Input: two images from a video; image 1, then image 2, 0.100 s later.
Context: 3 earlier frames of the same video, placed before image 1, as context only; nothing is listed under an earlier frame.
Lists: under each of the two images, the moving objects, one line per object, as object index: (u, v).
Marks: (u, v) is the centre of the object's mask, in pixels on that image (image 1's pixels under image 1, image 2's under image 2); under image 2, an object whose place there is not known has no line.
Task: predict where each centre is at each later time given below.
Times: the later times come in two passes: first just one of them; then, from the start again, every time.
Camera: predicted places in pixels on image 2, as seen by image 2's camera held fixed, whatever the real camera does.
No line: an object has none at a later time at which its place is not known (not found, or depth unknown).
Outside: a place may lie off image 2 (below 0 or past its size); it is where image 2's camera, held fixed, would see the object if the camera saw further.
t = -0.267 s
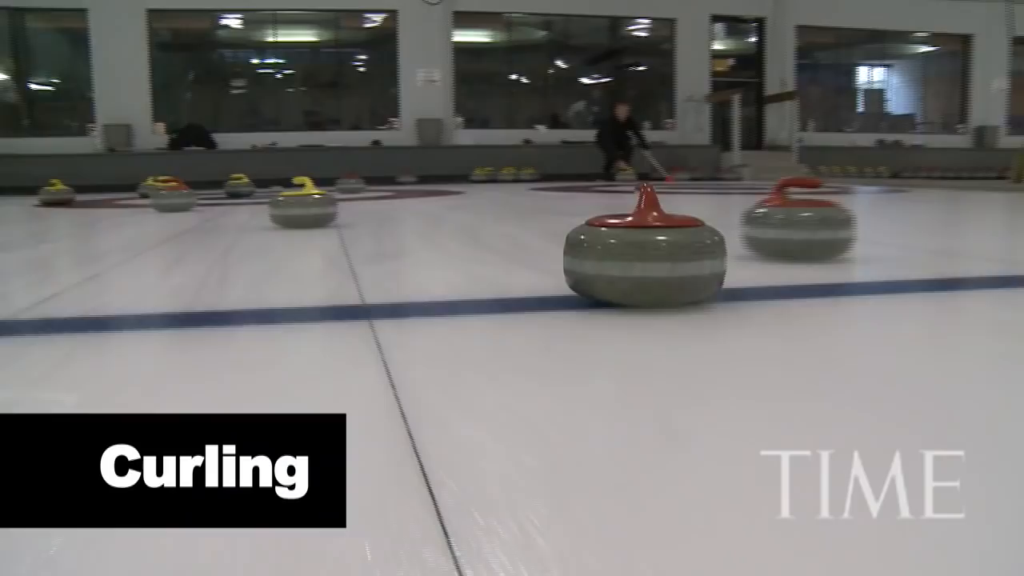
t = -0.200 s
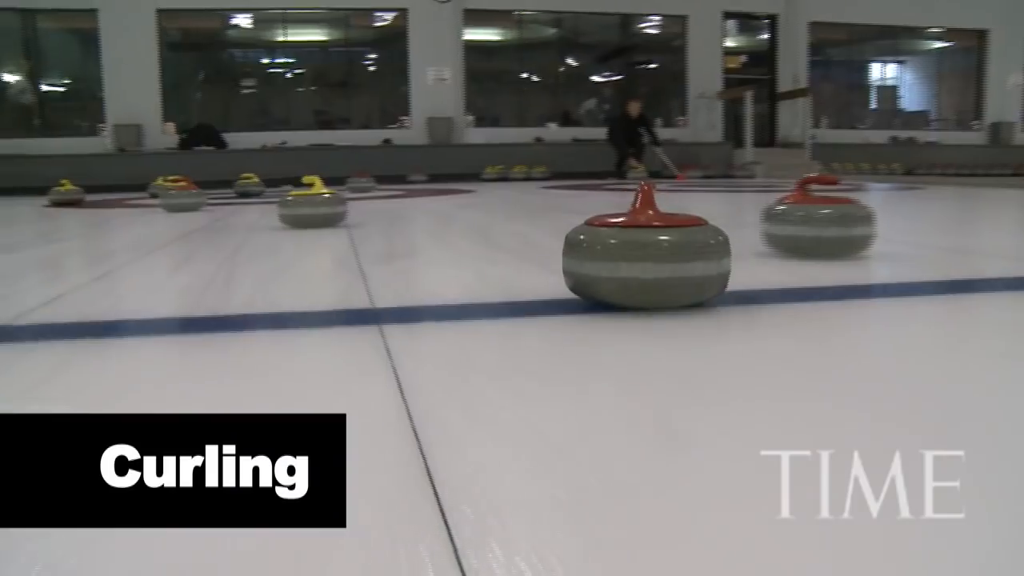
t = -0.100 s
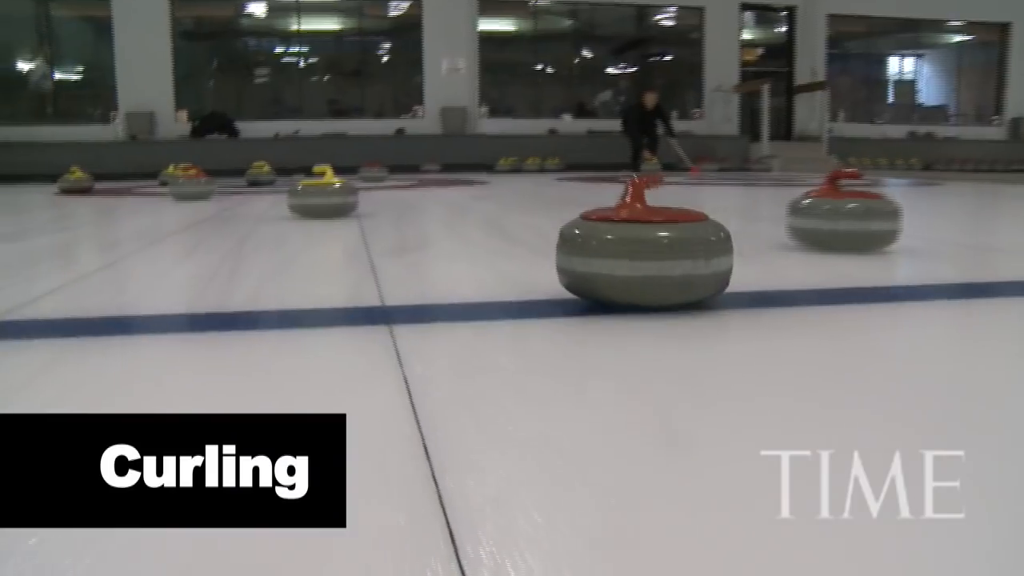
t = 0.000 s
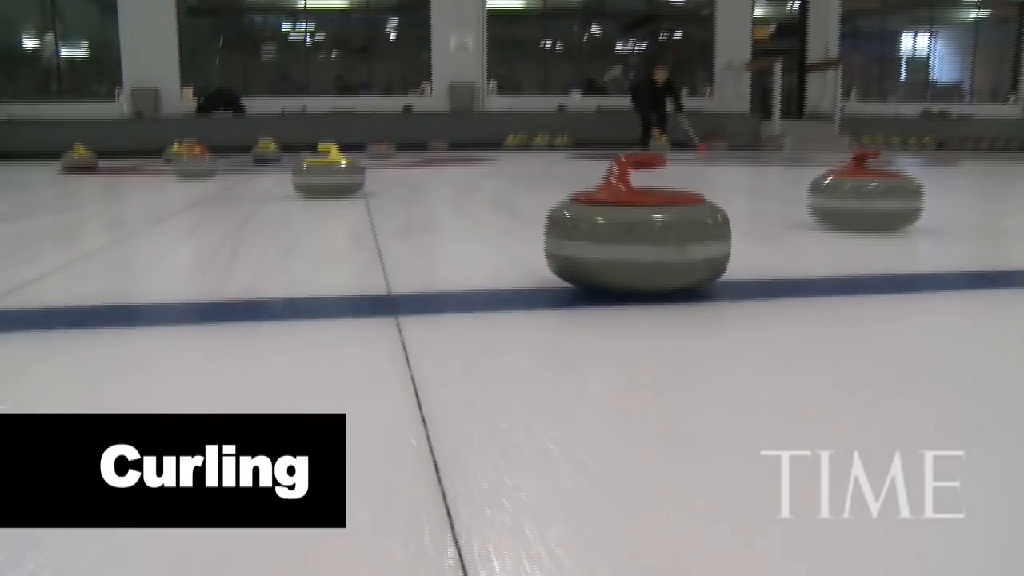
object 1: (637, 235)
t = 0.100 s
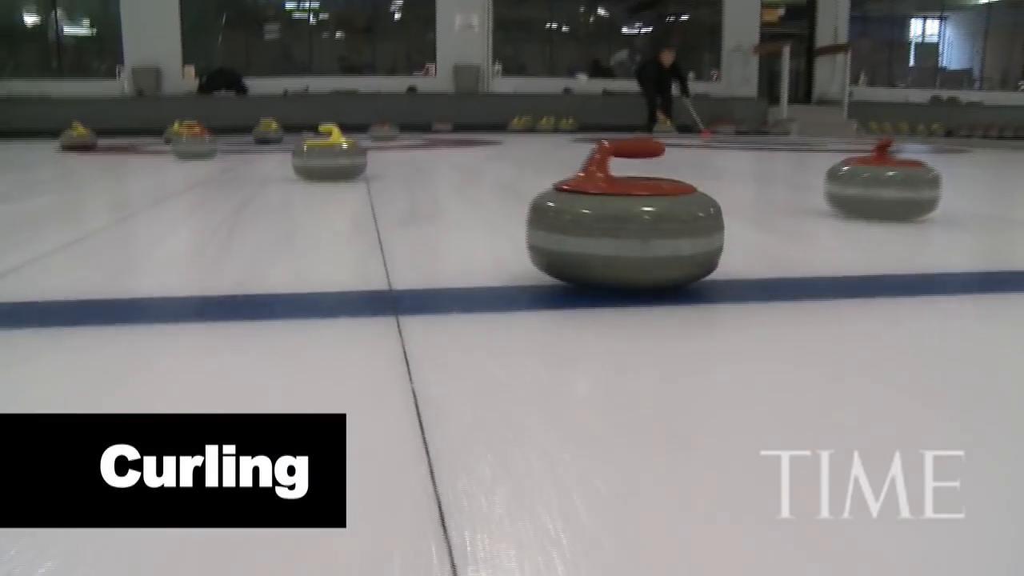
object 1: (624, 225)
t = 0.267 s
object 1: (606, 243)
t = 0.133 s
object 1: (619, 225)
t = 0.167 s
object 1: (615, 227)
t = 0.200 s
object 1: (611, 232)
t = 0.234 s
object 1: (609, 238)
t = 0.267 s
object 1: (606, 243)
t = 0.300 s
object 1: (601, 250)
